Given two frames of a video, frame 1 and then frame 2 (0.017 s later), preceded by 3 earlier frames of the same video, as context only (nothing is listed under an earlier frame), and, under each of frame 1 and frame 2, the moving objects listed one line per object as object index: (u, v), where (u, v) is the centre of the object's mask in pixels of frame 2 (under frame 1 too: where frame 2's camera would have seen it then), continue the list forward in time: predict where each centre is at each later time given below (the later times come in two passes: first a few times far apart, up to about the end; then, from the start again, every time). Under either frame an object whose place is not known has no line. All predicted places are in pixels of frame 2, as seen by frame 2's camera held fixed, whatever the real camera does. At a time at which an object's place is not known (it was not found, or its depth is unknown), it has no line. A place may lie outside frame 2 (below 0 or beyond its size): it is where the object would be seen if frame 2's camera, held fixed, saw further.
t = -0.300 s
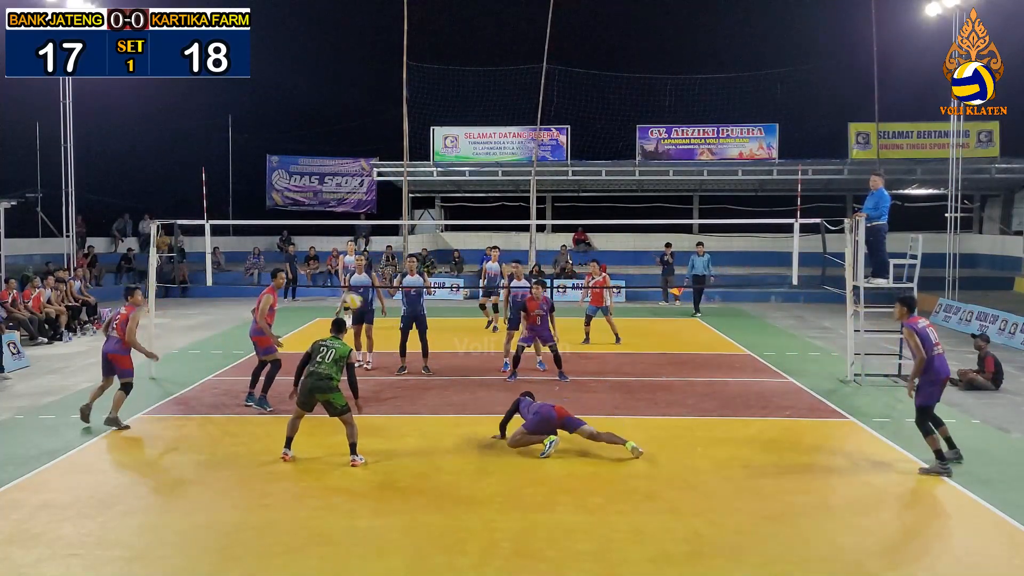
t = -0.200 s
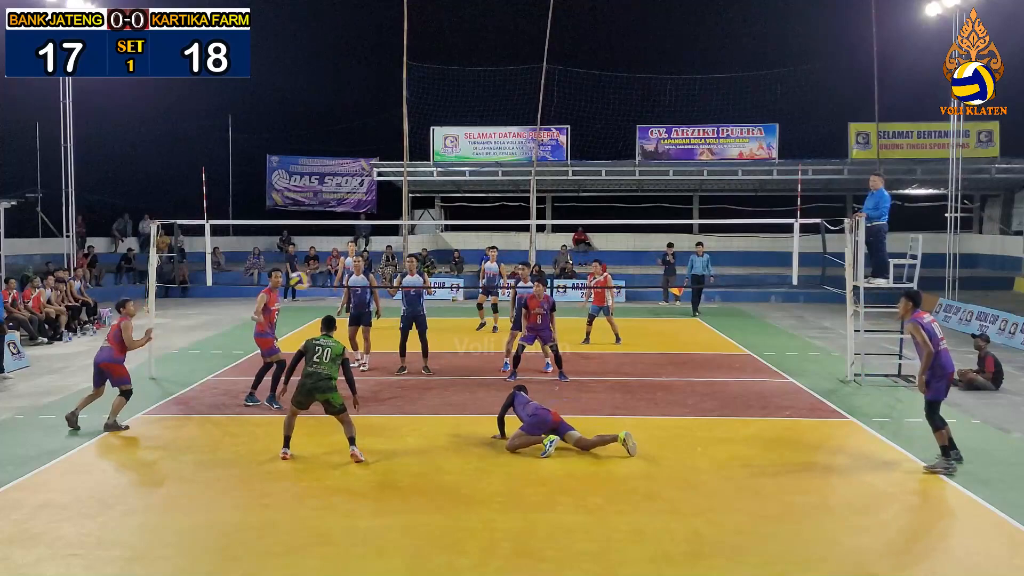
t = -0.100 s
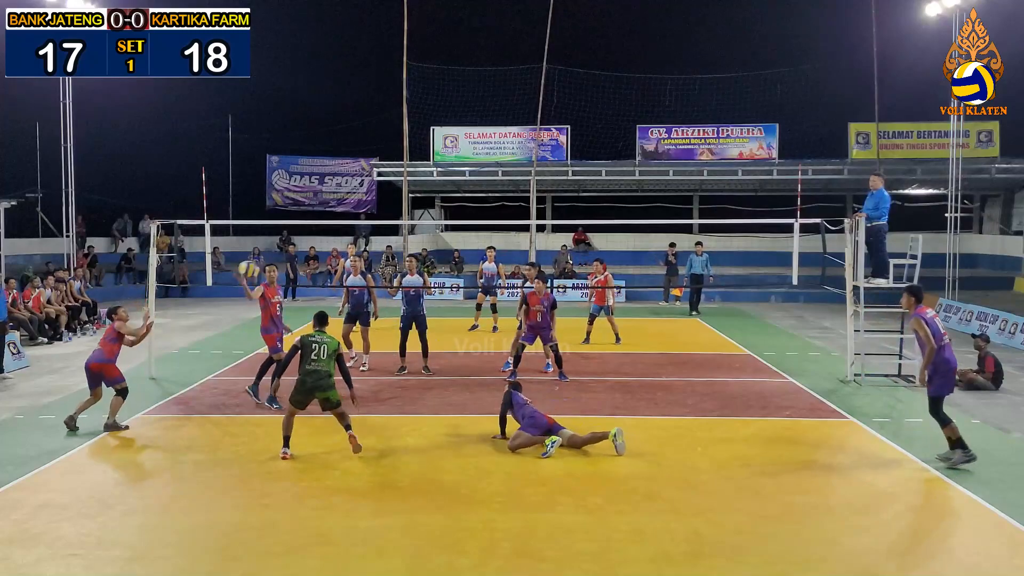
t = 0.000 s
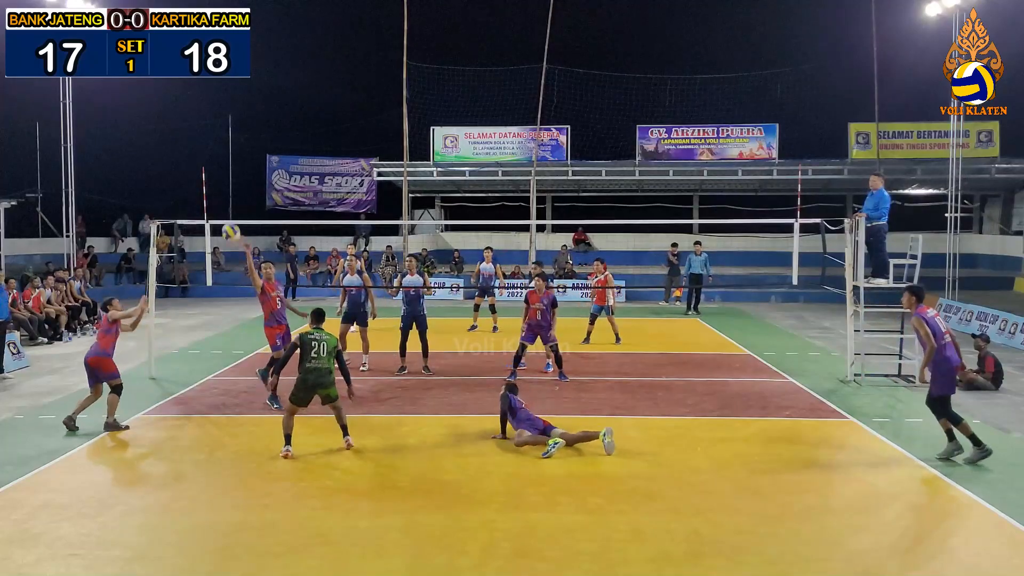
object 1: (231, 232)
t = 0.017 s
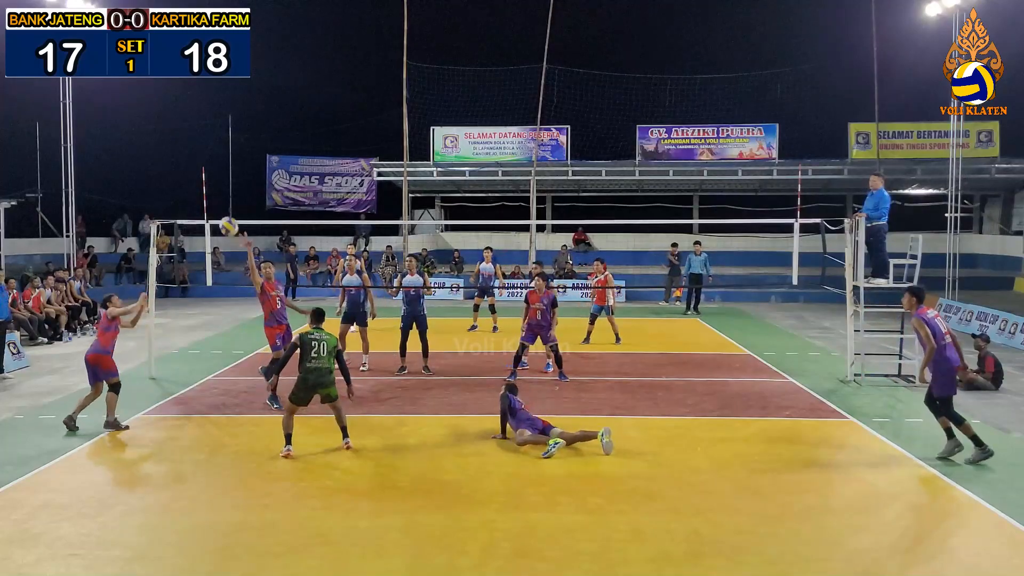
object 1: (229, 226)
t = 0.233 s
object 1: (197, 167)
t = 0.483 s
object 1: (161, 145)
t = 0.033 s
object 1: (226, 221)
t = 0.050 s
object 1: (224, 214)
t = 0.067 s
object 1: (222, 209)
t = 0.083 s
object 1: (219, 204)
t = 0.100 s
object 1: (216, 199)
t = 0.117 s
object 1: (214, 194)
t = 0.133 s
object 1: (212, 190)
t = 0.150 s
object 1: (209, 185)
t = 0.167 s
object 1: (207, 181)
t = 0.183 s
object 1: (205, 177)
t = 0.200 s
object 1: (202, 174)
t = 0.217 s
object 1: (200, 170)
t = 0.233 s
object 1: (197, 167)
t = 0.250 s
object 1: (195, 164)
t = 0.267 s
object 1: (192, 161)
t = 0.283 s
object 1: (190, 159)
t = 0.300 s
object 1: (188, 156)
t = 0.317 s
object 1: (185, 154)
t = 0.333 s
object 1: (183, 152)
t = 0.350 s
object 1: (180, 150)
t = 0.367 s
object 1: (178, 149)
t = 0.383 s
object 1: (175, 148)
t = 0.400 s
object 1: (173, 147)
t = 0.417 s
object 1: (170, 146)
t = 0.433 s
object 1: (168, 145)
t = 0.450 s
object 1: (166, 145)
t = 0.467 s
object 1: (163, 145)
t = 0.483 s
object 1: (161, 145)
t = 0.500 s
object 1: (158, 146)
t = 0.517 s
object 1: (156, 146)
